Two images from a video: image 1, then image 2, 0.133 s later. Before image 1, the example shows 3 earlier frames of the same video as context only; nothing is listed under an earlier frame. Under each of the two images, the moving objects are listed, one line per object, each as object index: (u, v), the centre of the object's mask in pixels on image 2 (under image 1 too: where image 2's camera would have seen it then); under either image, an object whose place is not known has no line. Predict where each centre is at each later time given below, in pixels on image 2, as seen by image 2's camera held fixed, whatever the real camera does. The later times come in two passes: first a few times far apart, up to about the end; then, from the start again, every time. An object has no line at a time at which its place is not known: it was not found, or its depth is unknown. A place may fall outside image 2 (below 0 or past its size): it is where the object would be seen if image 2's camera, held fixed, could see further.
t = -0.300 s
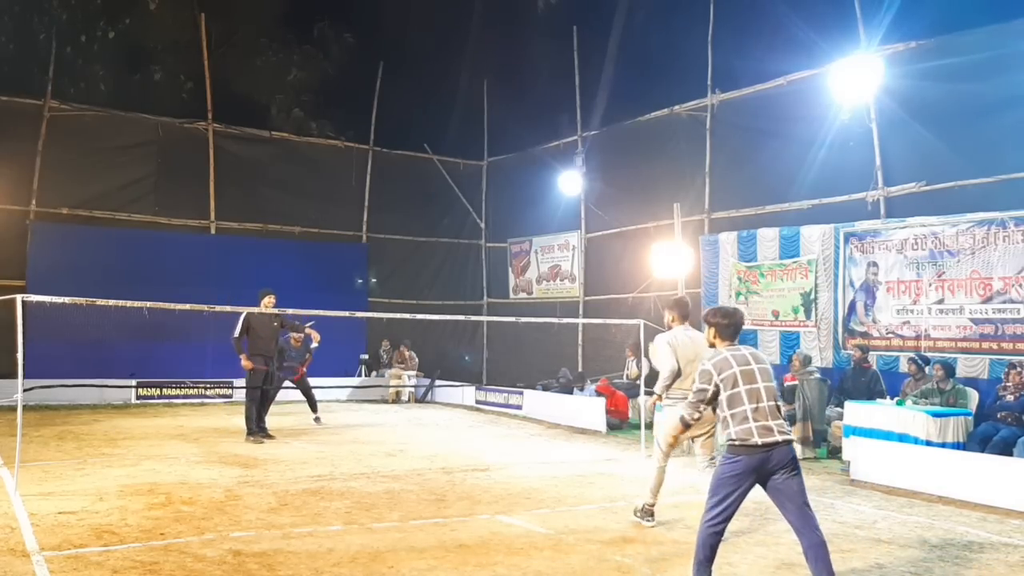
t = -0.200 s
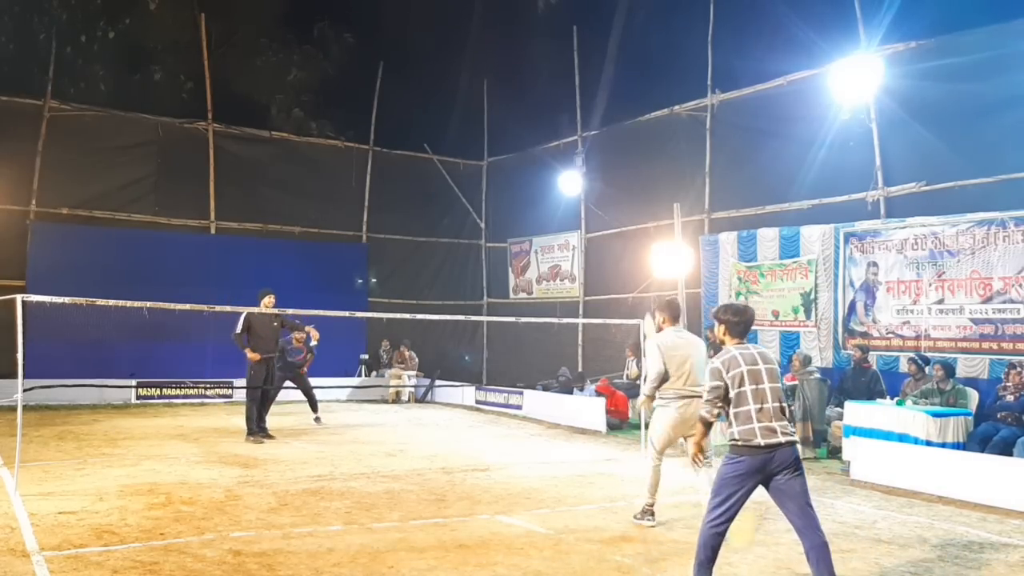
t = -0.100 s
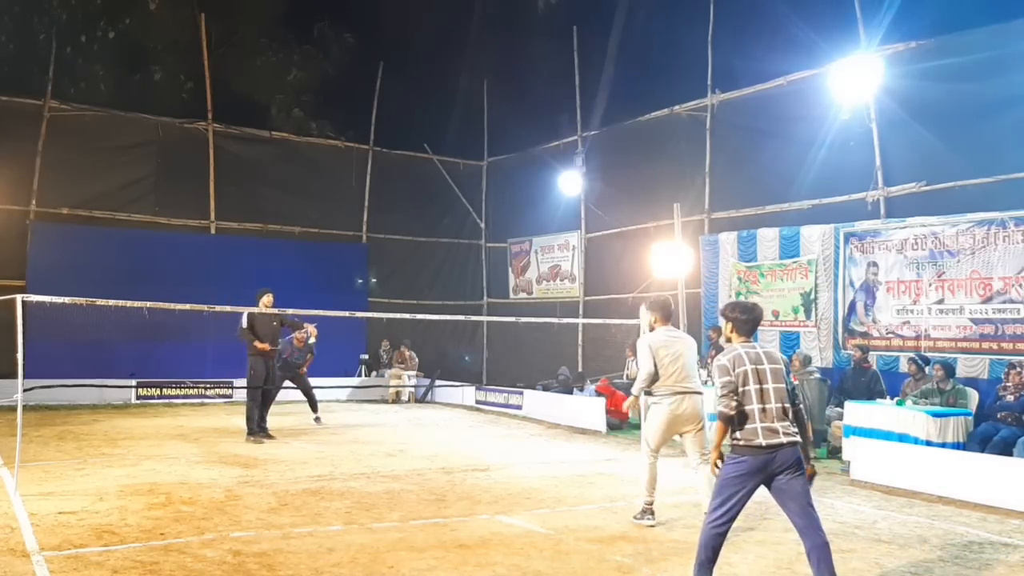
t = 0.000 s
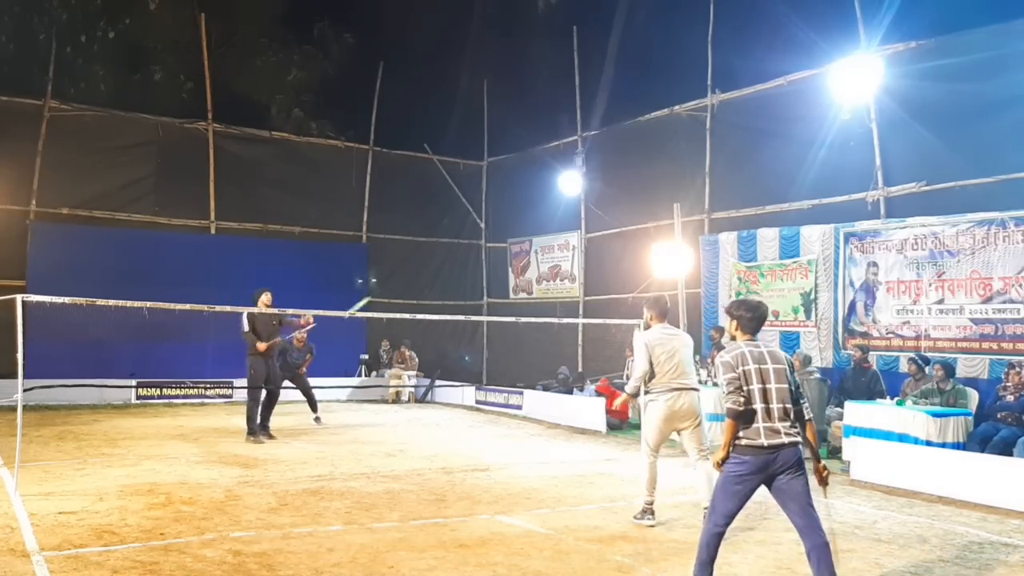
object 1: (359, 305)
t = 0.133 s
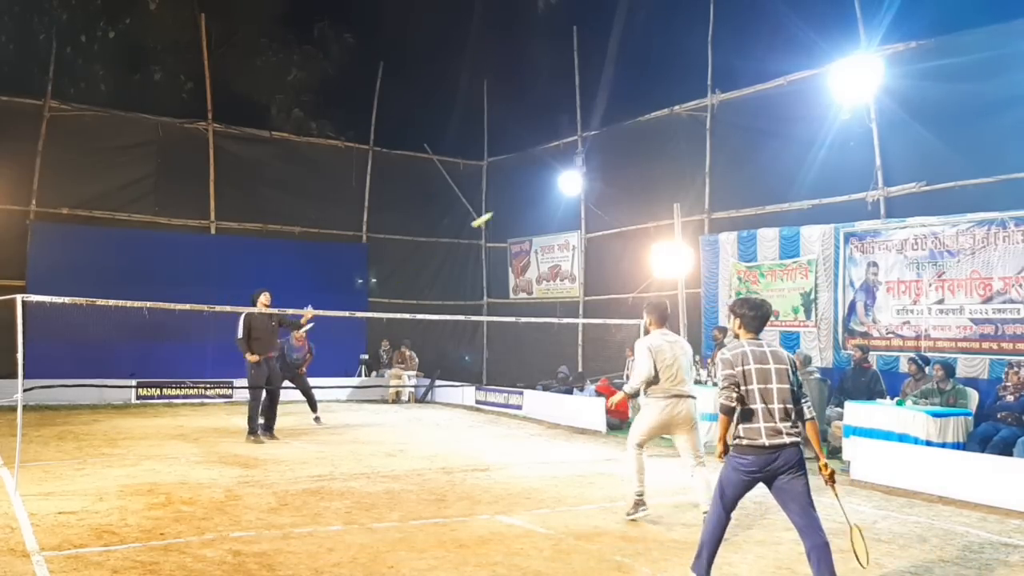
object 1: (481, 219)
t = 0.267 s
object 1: (581, 163)
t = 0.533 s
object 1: (750, 118)
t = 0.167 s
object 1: (508, 203)
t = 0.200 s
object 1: (533, 188)
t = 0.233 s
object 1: (555, 176)
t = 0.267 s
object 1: (581, 163)
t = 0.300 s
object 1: (604, 153)
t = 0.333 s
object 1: (626, 144)
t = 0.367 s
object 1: (647, 136)
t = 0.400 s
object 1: (669, 129)
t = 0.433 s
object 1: (690, 125)
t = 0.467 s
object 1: (710, 121)
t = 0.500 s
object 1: (730, 119)
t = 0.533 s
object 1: (750, 118)
